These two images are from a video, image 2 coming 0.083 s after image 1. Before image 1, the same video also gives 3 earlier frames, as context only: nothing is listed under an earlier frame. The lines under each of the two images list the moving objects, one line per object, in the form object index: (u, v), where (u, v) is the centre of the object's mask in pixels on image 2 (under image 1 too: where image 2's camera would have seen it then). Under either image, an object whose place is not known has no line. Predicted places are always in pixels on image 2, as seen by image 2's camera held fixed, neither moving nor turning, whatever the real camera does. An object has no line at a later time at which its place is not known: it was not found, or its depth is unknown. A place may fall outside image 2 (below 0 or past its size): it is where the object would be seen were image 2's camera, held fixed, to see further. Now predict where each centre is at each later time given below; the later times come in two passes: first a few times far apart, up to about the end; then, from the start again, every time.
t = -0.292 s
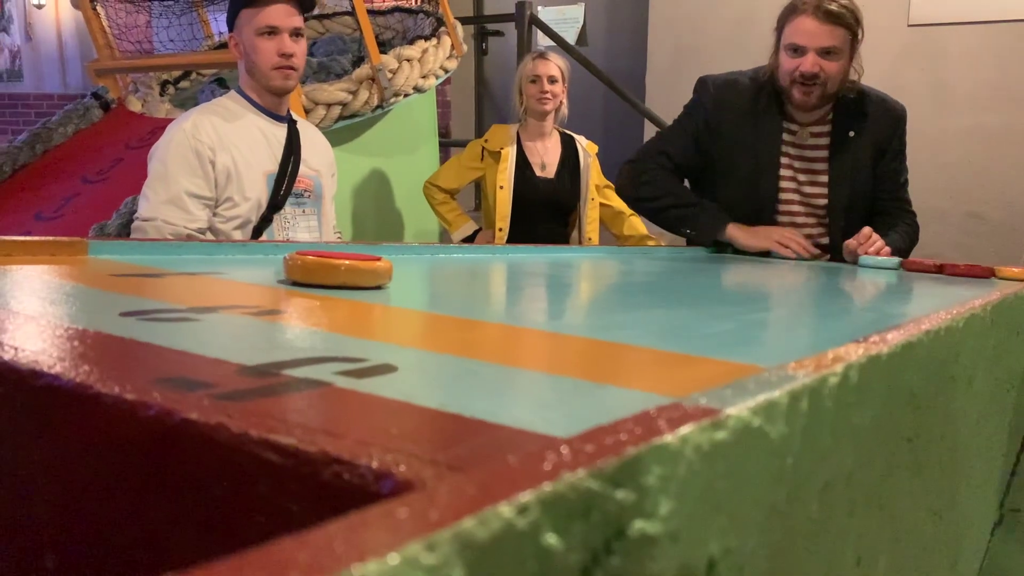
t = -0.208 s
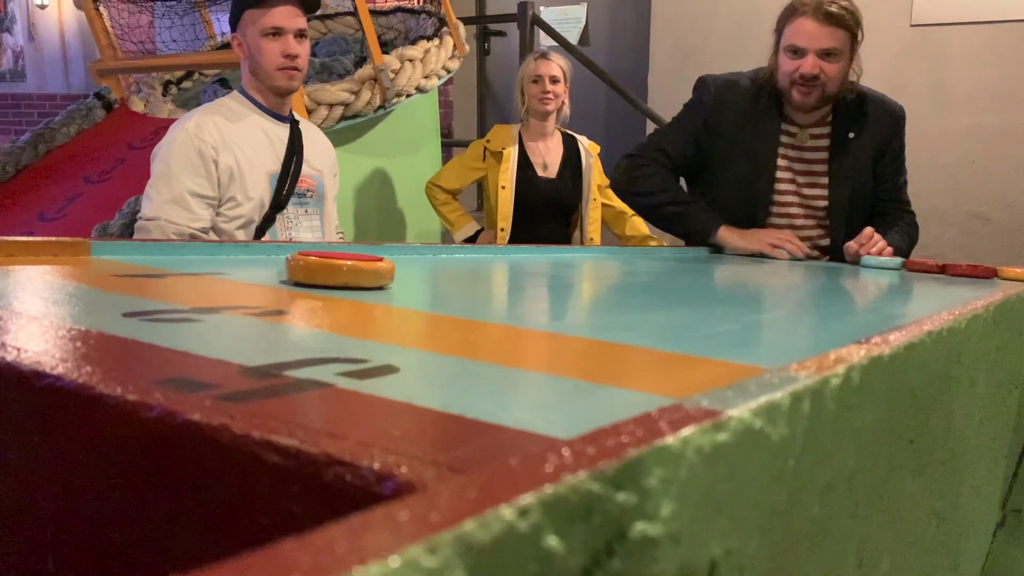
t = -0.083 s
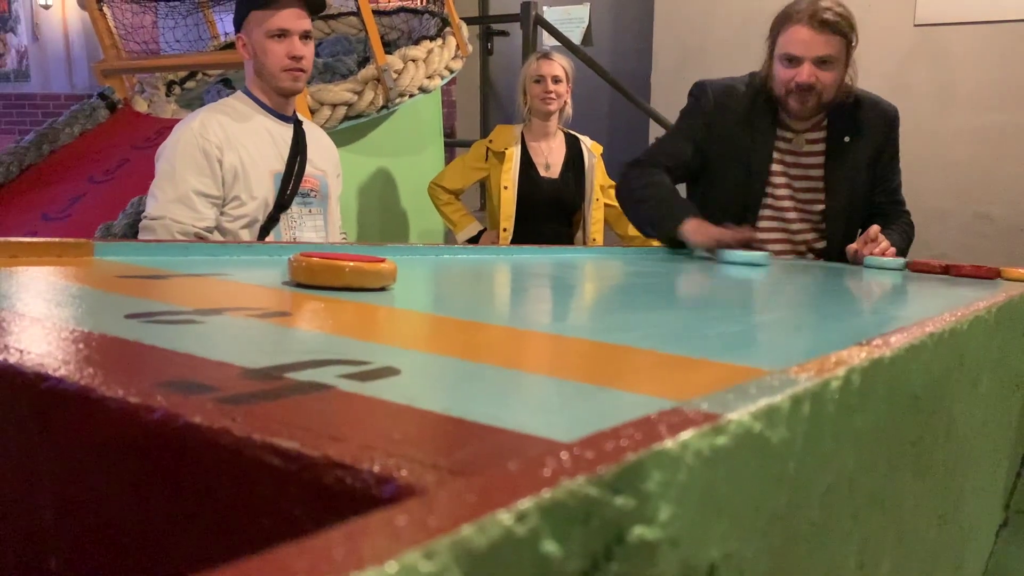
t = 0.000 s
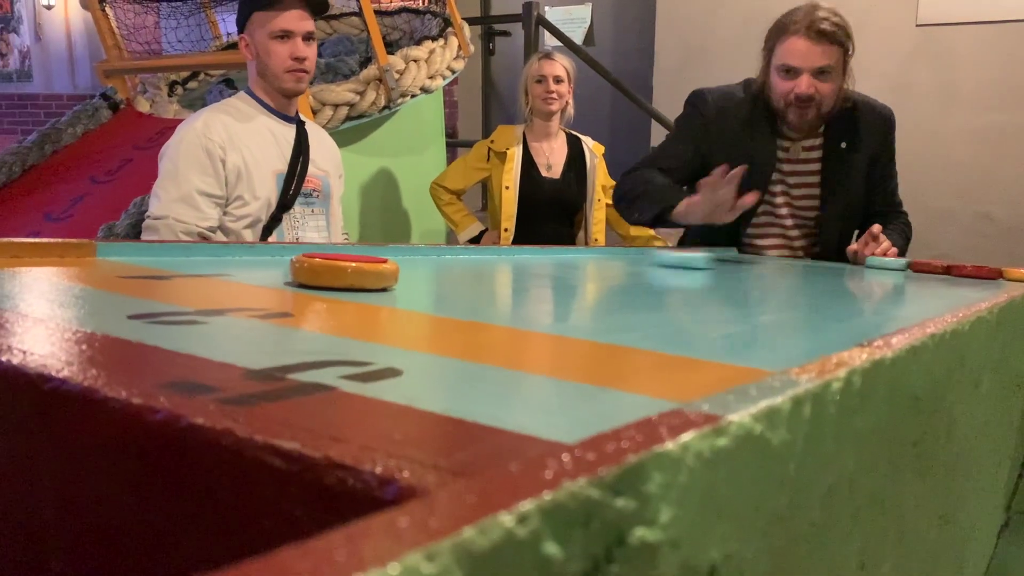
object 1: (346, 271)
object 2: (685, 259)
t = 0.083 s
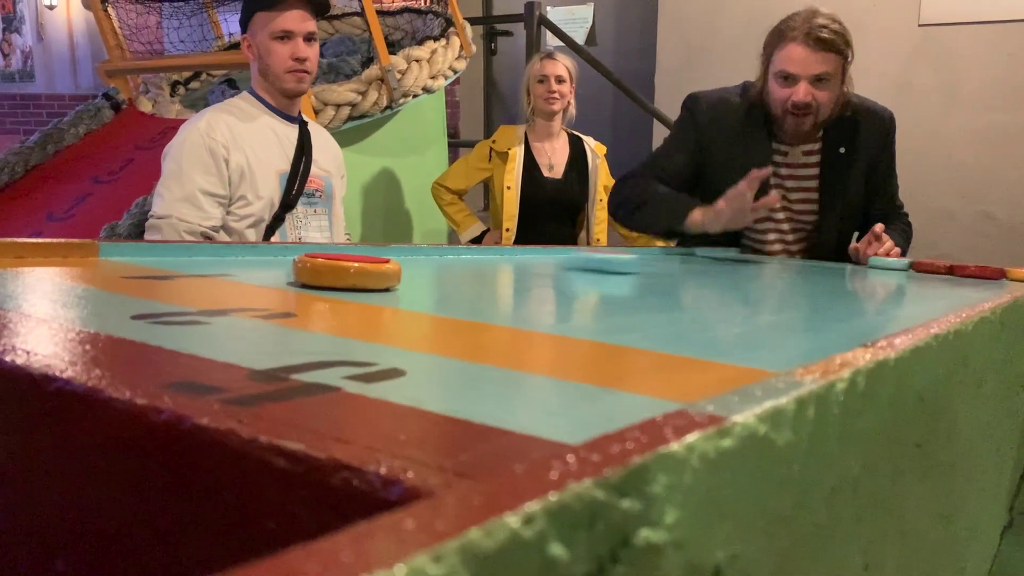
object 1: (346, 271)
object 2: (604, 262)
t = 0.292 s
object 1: (290, 274)
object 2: (372, 264)
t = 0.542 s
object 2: (321, 262)
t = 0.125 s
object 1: (346, 271)
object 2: (556, 263)
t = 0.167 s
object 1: (346, 271)
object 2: (505, 265)
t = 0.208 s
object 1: (346, 271)
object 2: (449, 265)
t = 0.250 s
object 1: (340, 271)
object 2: (405, 265)
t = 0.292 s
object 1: (290, 274)
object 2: (372, 264)
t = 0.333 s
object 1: (234, 283)
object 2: (340, 263)
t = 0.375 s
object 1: (169, 289)
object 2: (326, 263)
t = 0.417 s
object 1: (114, 294)
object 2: (322, 262)
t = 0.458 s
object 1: (61, 301)
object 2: (322, 262)
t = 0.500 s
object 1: (39, 306)
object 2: (322, 262)
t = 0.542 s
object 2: (321, 262)
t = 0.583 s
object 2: (321, 263)
